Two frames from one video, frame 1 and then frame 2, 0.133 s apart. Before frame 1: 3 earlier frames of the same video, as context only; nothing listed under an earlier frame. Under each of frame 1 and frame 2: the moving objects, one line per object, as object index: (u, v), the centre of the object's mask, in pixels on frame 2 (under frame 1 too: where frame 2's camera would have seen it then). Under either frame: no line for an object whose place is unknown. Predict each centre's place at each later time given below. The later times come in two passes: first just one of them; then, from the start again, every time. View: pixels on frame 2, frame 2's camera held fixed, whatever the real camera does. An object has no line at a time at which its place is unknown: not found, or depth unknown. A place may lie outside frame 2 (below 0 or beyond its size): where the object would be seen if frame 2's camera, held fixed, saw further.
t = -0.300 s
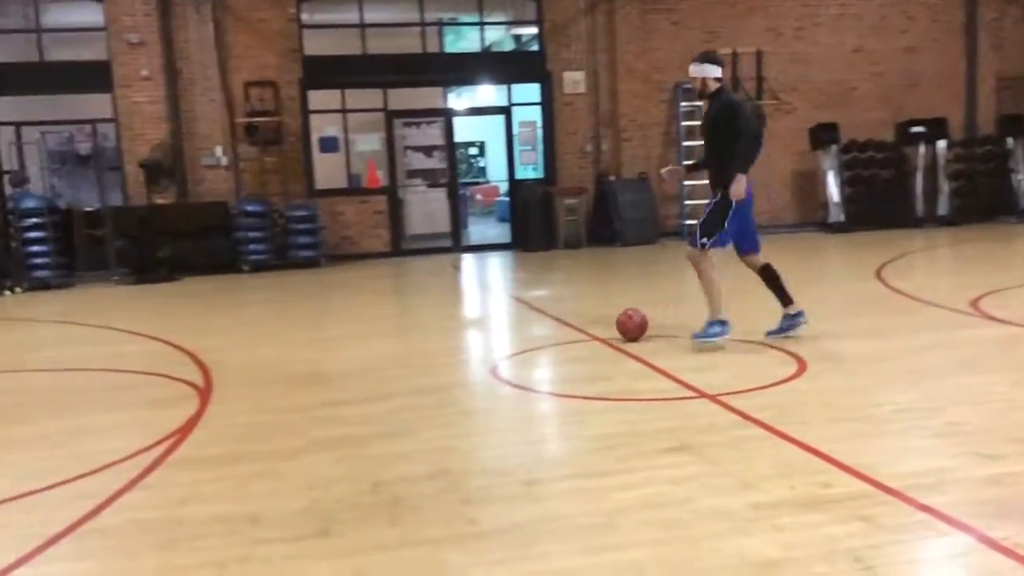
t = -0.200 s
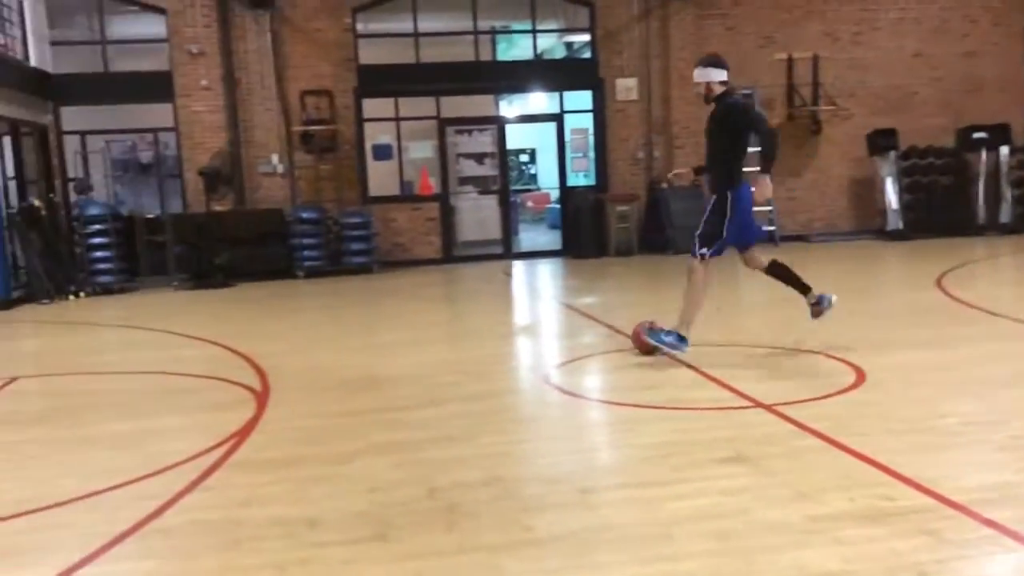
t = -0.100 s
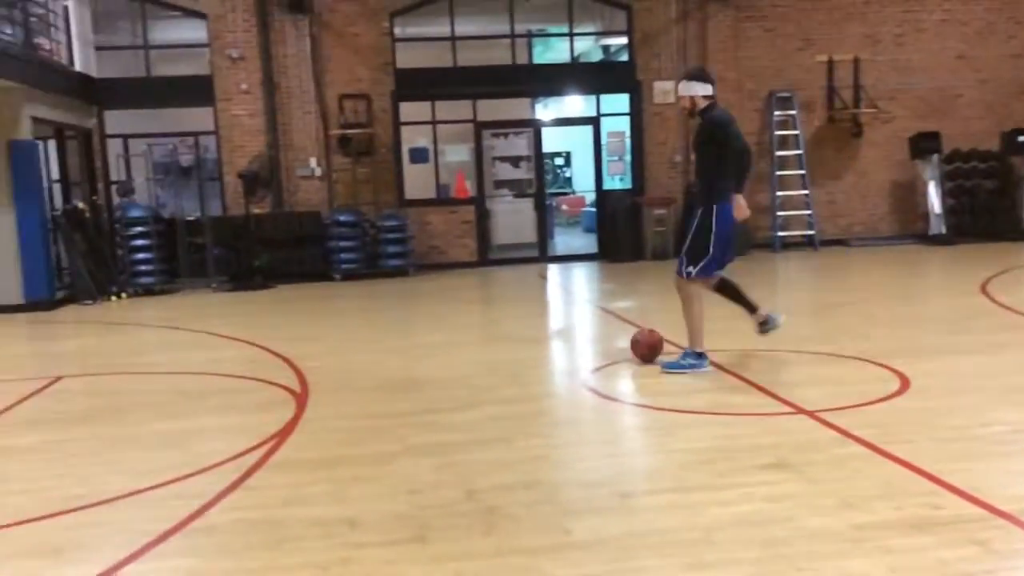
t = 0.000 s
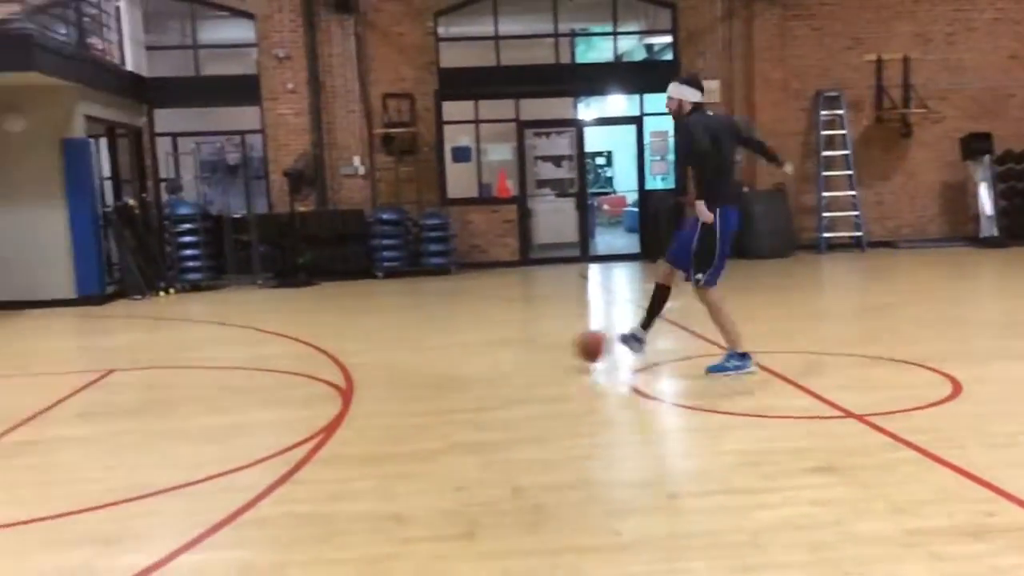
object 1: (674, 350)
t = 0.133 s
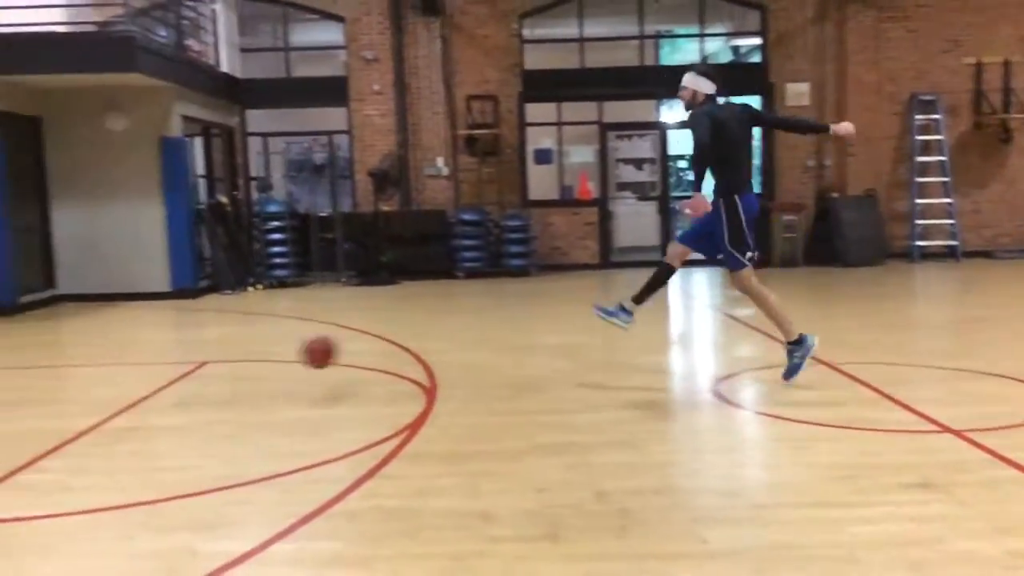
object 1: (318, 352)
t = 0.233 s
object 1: (41, 374)
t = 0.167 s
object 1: (227, 357)
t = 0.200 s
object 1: (135, 365)
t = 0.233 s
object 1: (41, 374)
